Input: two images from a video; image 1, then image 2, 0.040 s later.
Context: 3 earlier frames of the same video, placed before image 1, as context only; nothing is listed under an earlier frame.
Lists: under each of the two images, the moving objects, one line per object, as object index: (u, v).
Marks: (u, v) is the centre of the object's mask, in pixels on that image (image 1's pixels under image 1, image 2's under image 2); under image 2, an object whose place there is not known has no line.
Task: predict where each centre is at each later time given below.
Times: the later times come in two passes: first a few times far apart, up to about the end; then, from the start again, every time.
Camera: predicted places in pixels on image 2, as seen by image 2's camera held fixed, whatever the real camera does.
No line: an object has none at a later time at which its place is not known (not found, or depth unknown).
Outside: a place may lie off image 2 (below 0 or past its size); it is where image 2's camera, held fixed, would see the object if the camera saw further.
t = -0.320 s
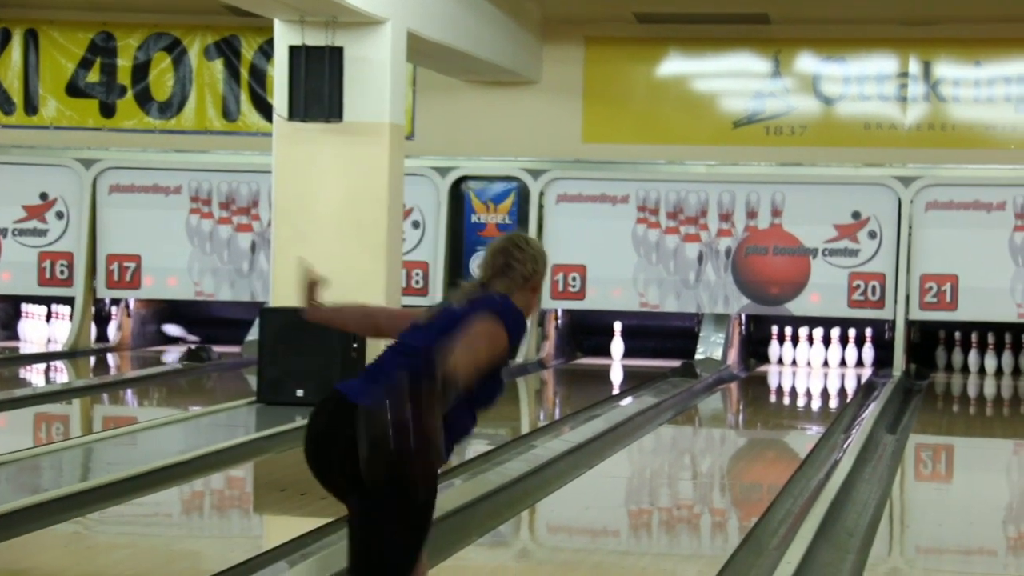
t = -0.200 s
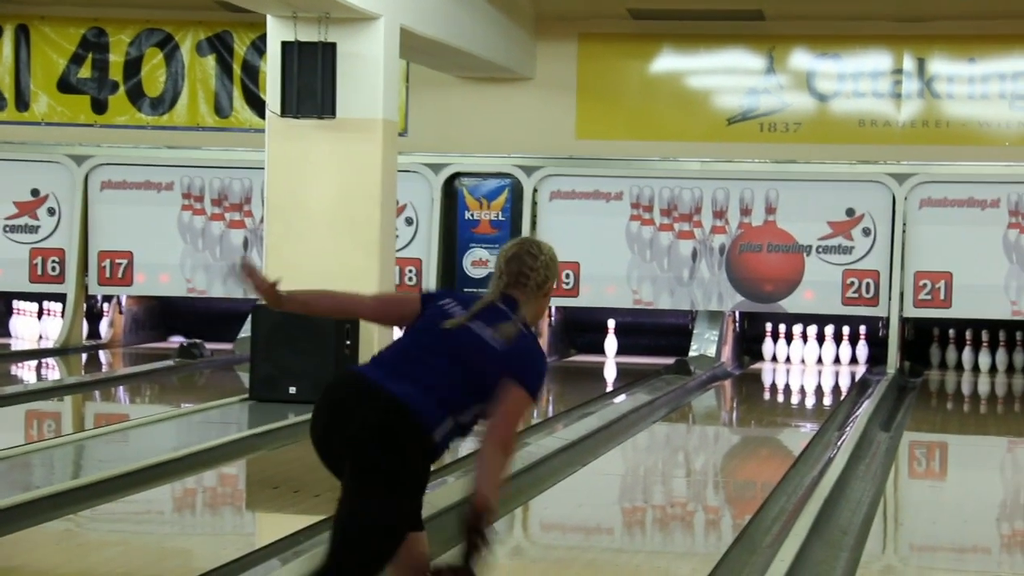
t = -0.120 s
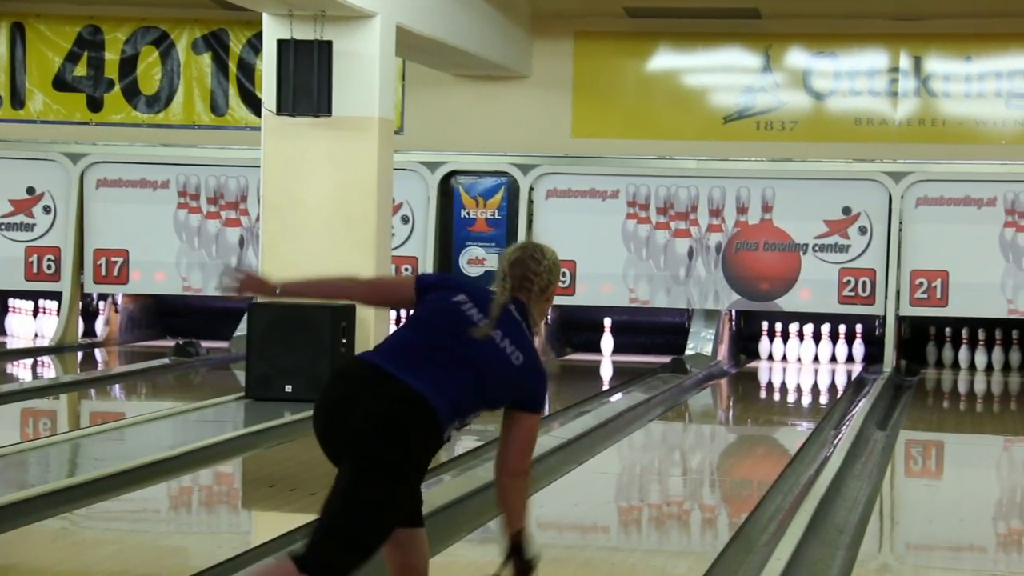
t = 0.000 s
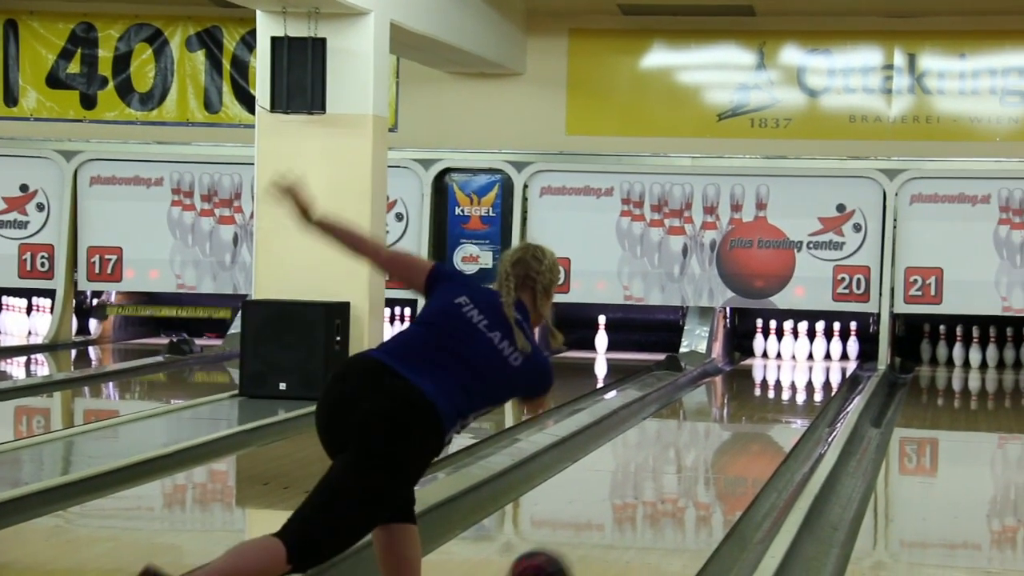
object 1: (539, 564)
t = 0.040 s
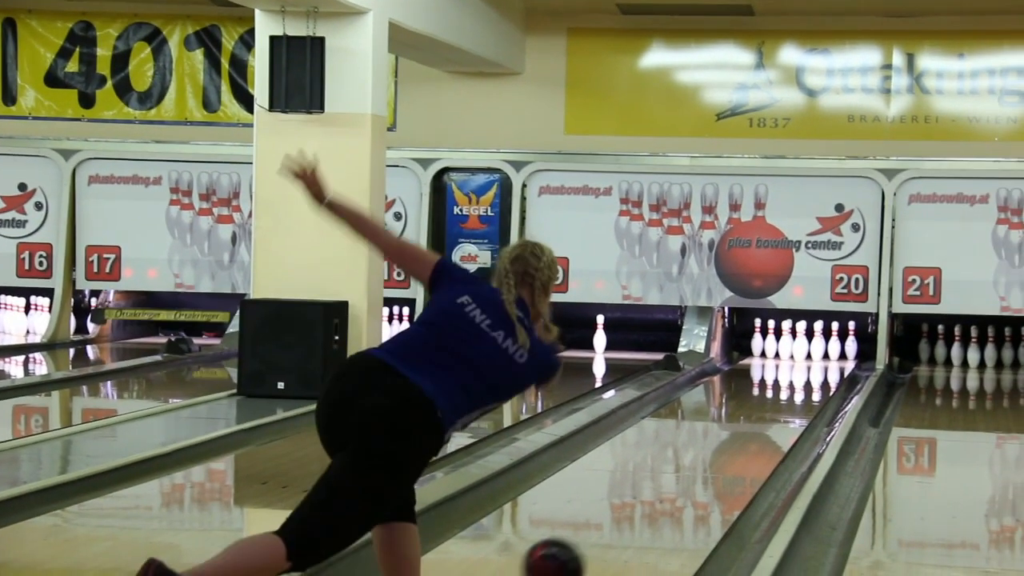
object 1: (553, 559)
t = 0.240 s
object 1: (618, 522)
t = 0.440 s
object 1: (666, 485)
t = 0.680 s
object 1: (708, 452)
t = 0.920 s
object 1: (740, 427)
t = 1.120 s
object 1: (761, 410)
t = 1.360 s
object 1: (781, 394)
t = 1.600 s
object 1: (796, 380)
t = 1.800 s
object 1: (805, 371)
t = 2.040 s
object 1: (810, 362)
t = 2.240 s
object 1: (810, 355)
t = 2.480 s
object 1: (814, 349)
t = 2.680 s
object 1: (822, 348)
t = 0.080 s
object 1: (568, 554)
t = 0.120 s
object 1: (582, 548)
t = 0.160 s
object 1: (595, 539)
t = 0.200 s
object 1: (607, 530)
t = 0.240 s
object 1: (618, 522)
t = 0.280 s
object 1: (629, 514)
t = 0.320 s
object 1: (639, 506)
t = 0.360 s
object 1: (648, 498)
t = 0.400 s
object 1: (657, 492)
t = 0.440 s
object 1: (666, 485)
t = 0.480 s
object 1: (673, 479)
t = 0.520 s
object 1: (681, 473)
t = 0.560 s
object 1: (689, 468)
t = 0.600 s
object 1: (695, 462)
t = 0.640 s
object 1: (702, 457)
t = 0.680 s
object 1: (708, 452)
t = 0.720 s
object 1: (714, 448)
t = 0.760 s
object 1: (720, 443)
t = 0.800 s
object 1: (725, 439)
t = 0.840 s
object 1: (731, 435)
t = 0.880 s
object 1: (736, 431)
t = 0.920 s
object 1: (740, 427)
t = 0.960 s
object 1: (745, 423)
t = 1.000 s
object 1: (749, 420)
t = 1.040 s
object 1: (753, 417)
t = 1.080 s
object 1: (758, 413)
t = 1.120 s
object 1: (761, 410)
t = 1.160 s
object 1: (765, 408)
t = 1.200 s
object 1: (769, 405)
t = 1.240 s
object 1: (772, 402)
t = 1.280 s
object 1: (775, 399)
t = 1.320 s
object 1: (778, 396)
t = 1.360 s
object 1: (781, 394)
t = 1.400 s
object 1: (784, 392)
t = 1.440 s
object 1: (787, 389)
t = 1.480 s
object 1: (789, 387)
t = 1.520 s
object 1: (792, 384)
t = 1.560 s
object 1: (794, 382)
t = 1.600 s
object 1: (796, 380)
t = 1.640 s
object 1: (798, 379)
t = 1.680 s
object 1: (800, 376)
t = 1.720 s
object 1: (802, 375)
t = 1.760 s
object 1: (804, 373)
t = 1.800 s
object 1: (805, 371)
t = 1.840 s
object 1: (806, 369)
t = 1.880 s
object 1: (807, 368)
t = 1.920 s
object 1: (808, 366)
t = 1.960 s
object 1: (809, 365)
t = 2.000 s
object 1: (810, 363)
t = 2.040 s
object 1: (810, 362)
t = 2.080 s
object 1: (810, 360)
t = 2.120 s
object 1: (811, 359)
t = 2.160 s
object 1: (811, 358)
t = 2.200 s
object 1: (810, 357)
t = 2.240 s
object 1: (810, 355)
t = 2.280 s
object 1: (809, 354)
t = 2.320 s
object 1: (809, 352)
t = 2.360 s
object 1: (812, 351)
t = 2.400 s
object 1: (813, 351)
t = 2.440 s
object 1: (813, 350)
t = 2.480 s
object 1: (814, 349)
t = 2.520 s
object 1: (817, 349)
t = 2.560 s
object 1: (818, 349)
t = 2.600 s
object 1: (820, 348)
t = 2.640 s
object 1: (821, 348)
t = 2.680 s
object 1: (822, 348)
